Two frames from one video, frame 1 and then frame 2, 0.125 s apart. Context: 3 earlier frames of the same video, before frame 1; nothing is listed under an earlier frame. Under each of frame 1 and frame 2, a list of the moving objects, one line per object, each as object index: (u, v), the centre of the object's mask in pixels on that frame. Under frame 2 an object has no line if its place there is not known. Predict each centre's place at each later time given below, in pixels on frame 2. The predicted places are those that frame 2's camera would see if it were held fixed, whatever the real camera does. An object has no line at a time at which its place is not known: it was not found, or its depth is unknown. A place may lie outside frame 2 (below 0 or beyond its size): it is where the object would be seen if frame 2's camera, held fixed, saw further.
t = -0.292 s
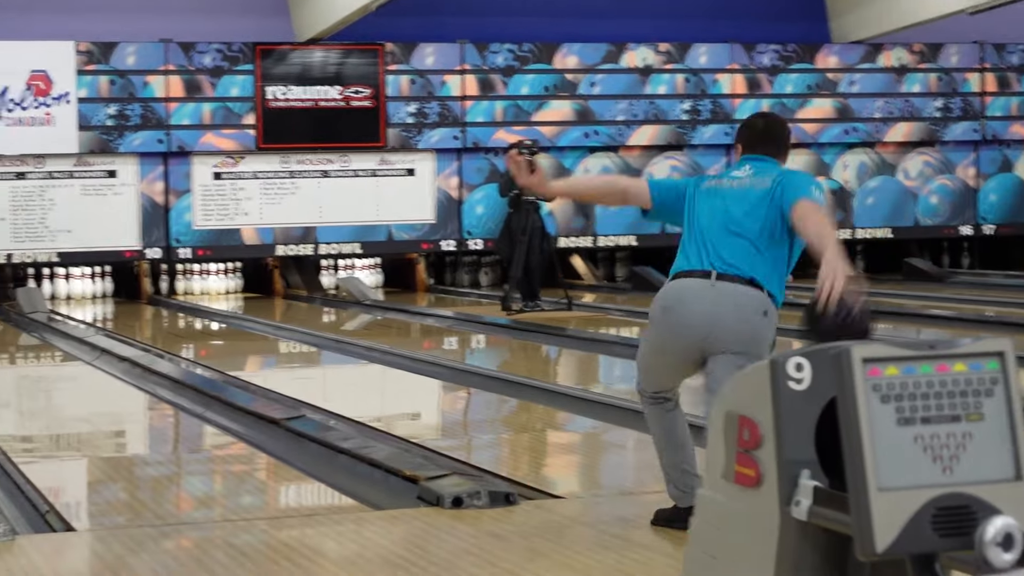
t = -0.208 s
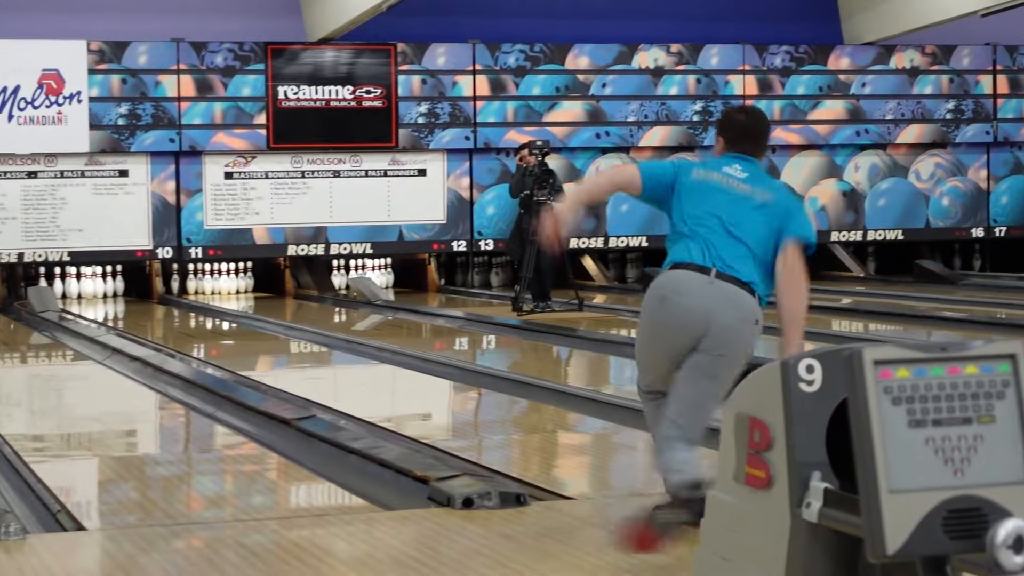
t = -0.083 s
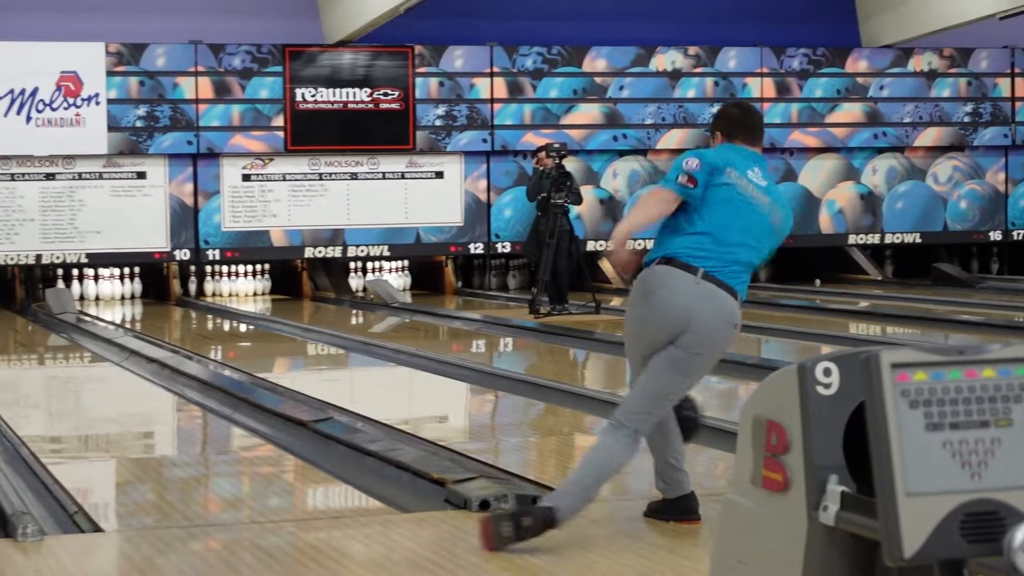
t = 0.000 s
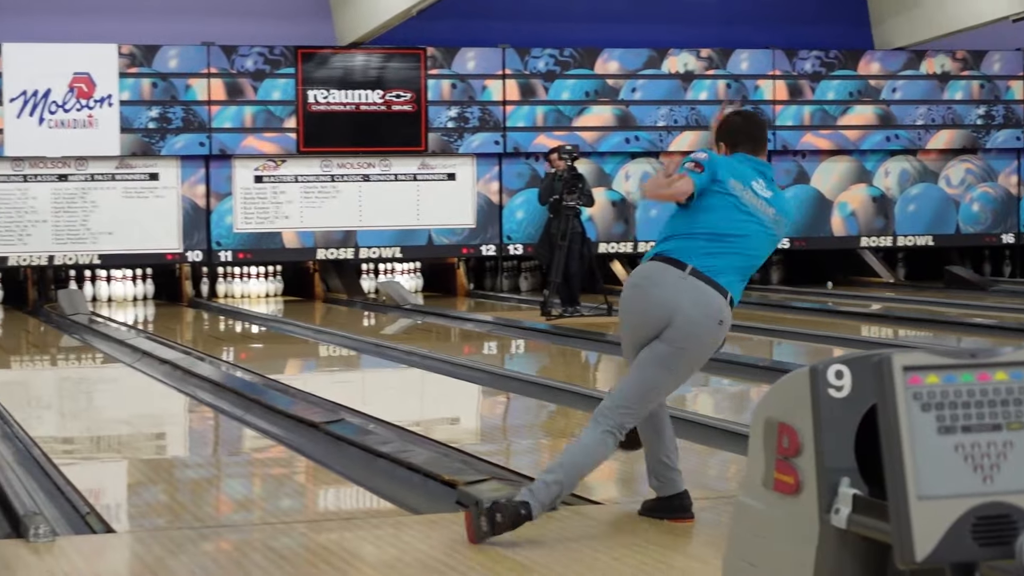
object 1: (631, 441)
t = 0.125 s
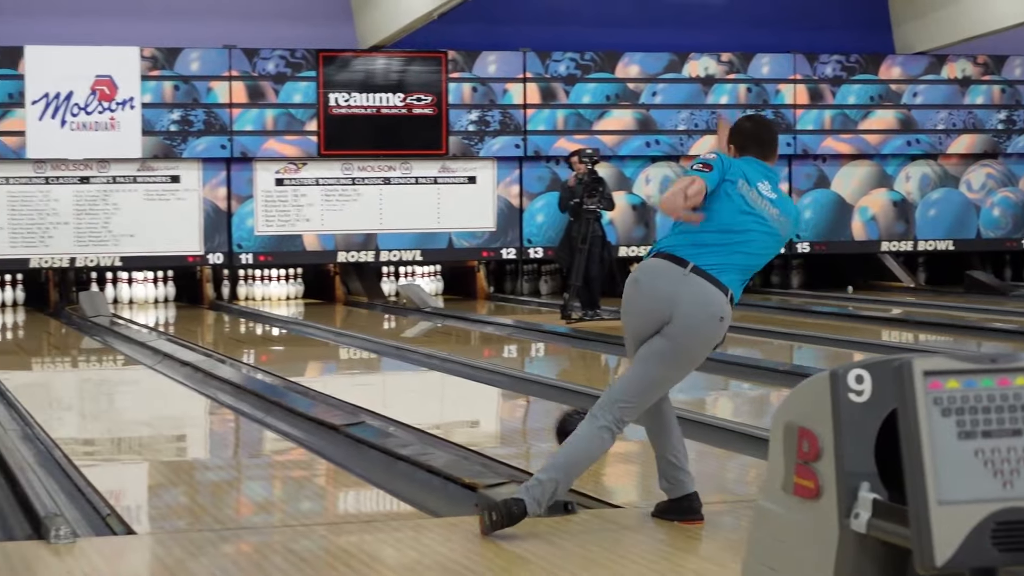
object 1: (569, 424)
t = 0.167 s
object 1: (556, 423)
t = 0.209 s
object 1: (541, 419)
